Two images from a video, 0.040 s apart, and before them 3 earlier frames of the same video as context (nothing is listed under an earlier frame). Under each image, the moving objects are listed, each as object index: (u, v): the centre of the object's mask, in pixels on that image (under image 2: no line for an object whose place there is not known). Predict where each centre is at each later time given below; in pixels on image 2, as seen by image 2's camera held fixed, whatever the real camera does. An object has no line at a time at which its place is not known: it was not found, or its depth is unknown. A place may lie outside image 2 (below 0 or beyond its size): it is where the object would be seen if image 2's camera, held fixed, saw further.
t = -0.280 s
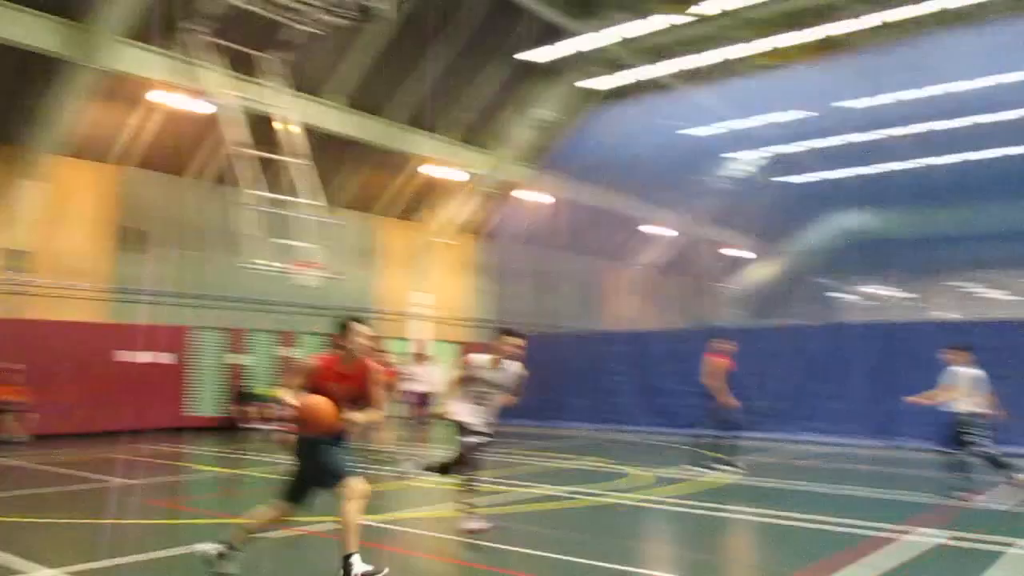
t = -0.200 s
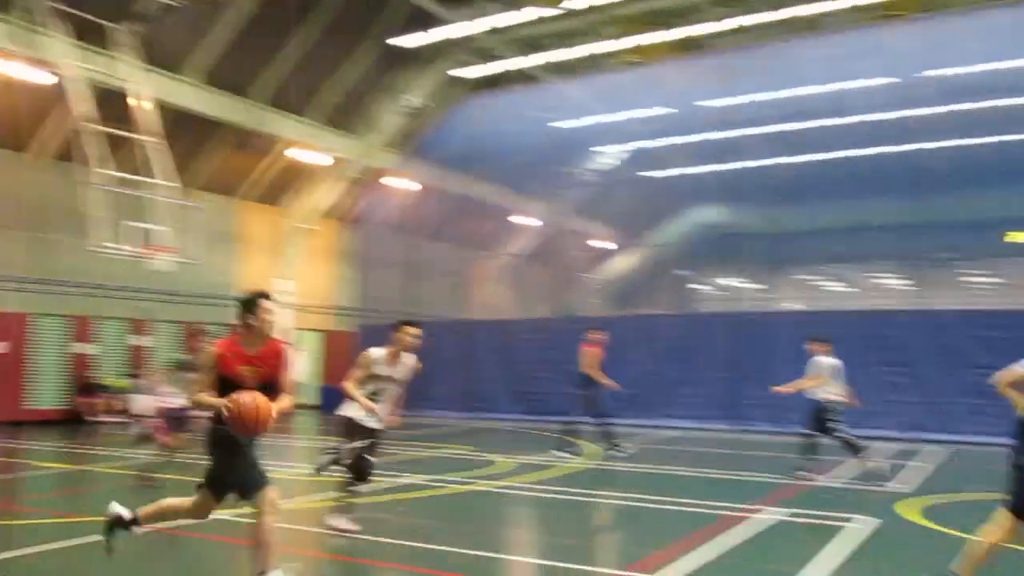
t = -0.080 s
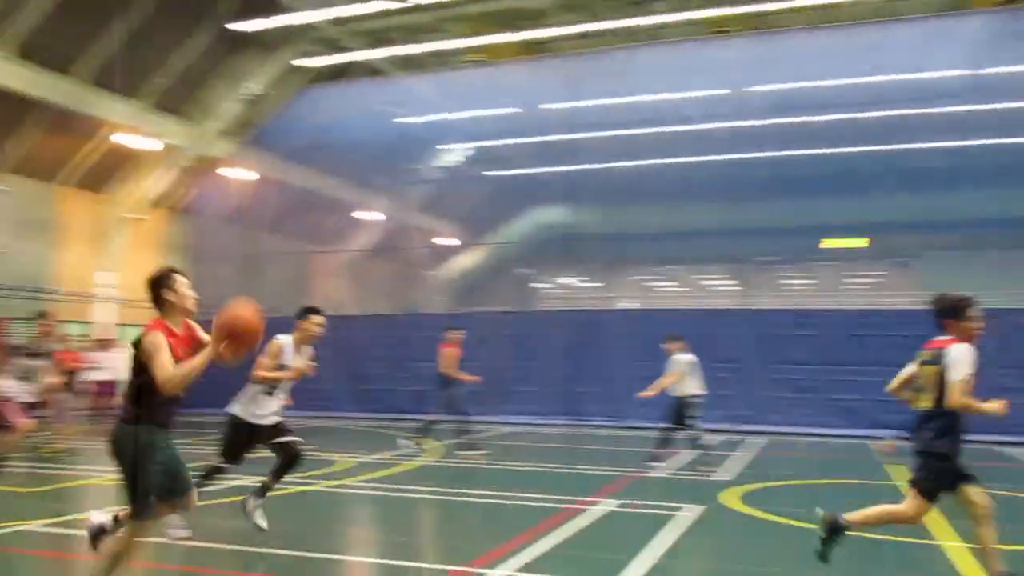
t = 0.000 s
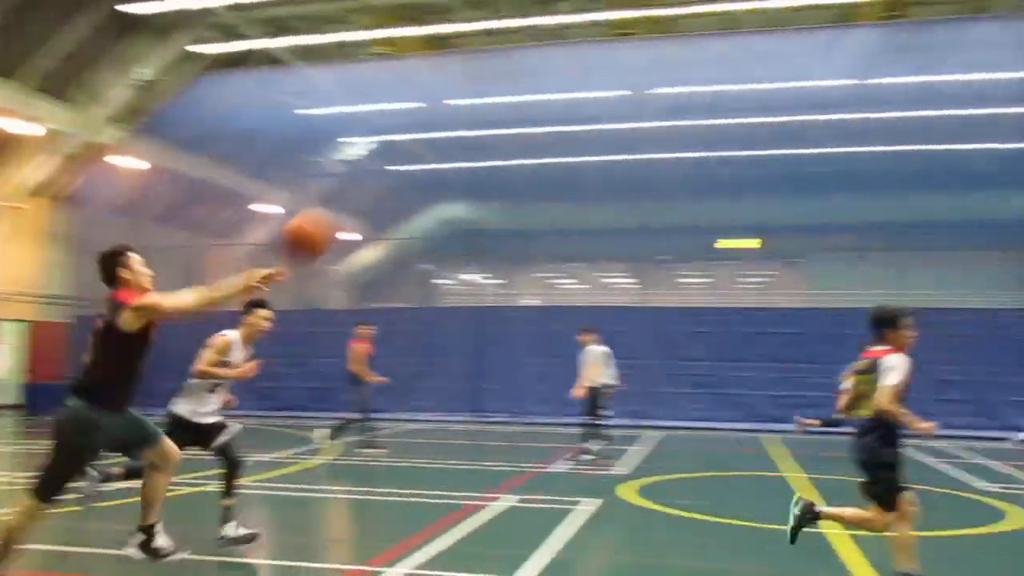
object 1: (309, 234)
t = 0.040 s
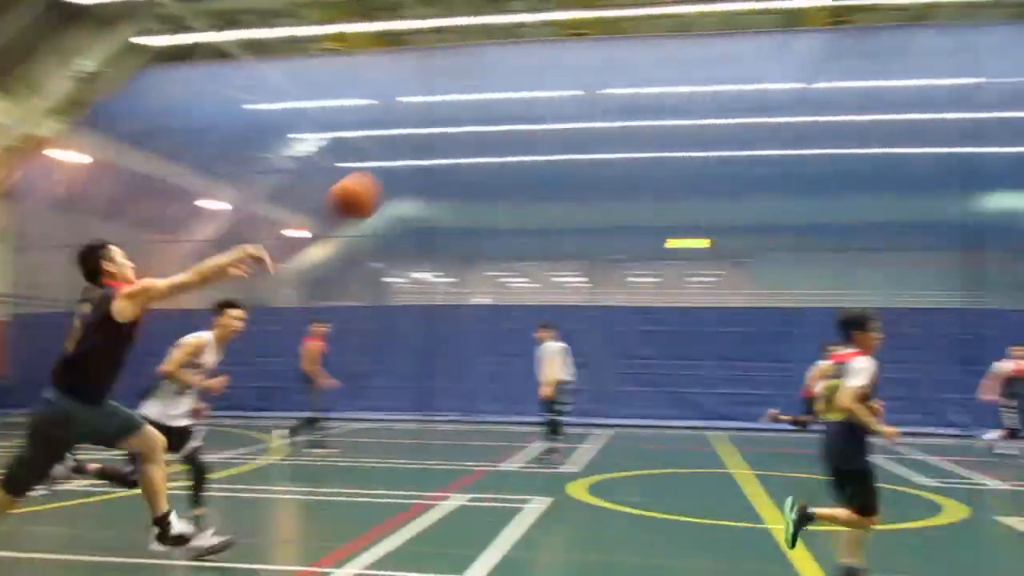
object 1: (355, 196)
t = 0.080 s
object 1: (445, 173)
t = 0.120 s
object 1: (530, 152)
